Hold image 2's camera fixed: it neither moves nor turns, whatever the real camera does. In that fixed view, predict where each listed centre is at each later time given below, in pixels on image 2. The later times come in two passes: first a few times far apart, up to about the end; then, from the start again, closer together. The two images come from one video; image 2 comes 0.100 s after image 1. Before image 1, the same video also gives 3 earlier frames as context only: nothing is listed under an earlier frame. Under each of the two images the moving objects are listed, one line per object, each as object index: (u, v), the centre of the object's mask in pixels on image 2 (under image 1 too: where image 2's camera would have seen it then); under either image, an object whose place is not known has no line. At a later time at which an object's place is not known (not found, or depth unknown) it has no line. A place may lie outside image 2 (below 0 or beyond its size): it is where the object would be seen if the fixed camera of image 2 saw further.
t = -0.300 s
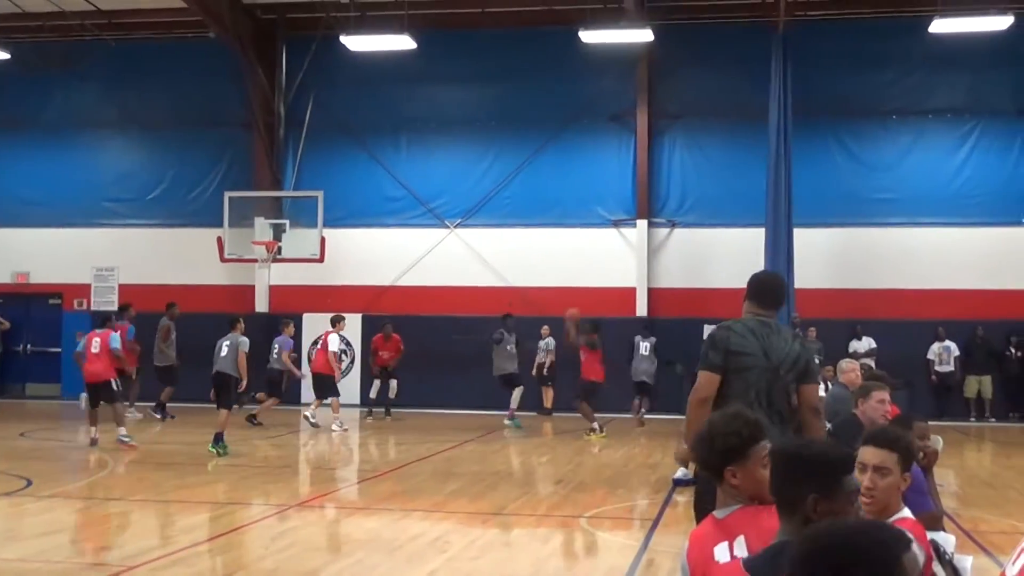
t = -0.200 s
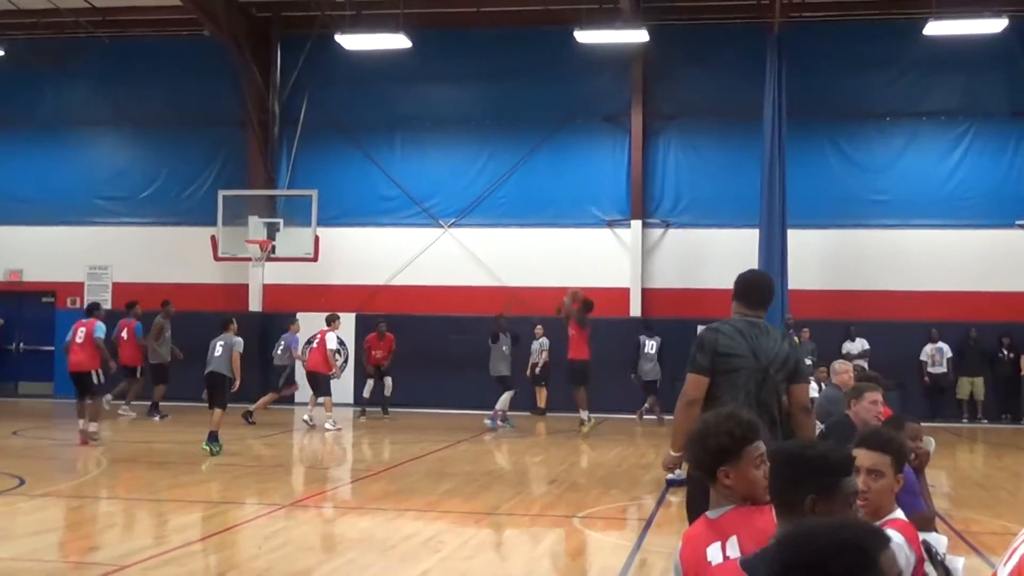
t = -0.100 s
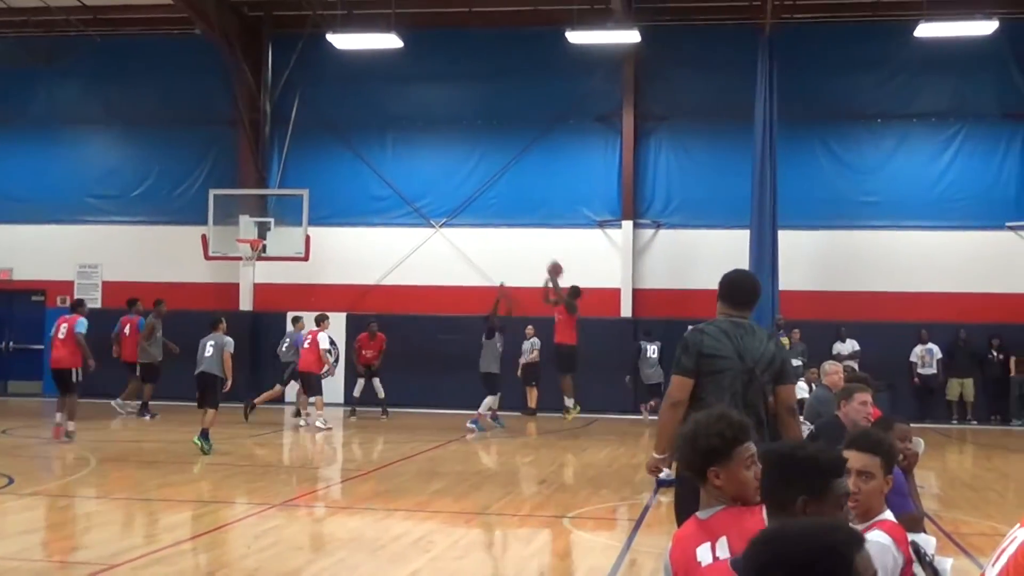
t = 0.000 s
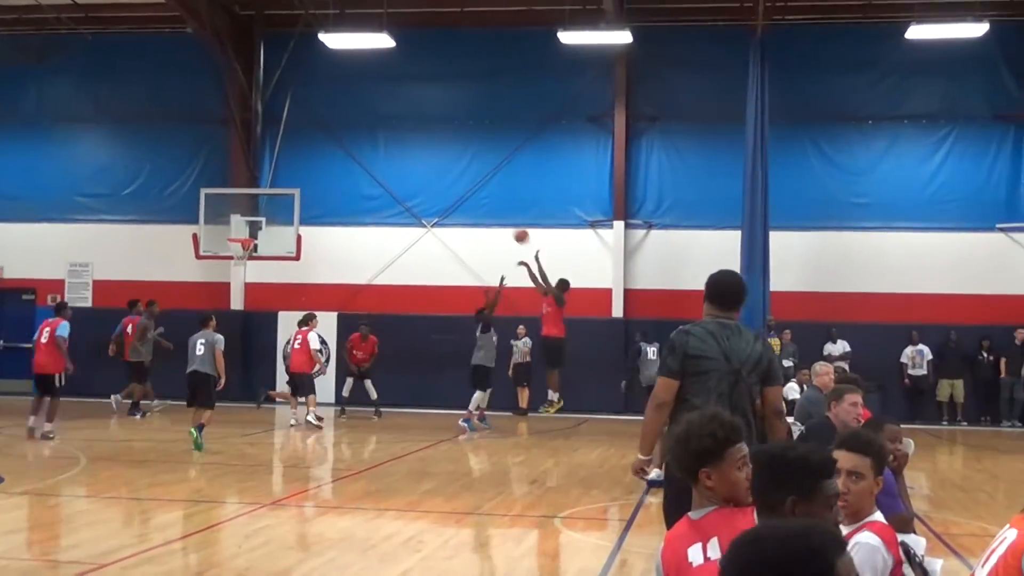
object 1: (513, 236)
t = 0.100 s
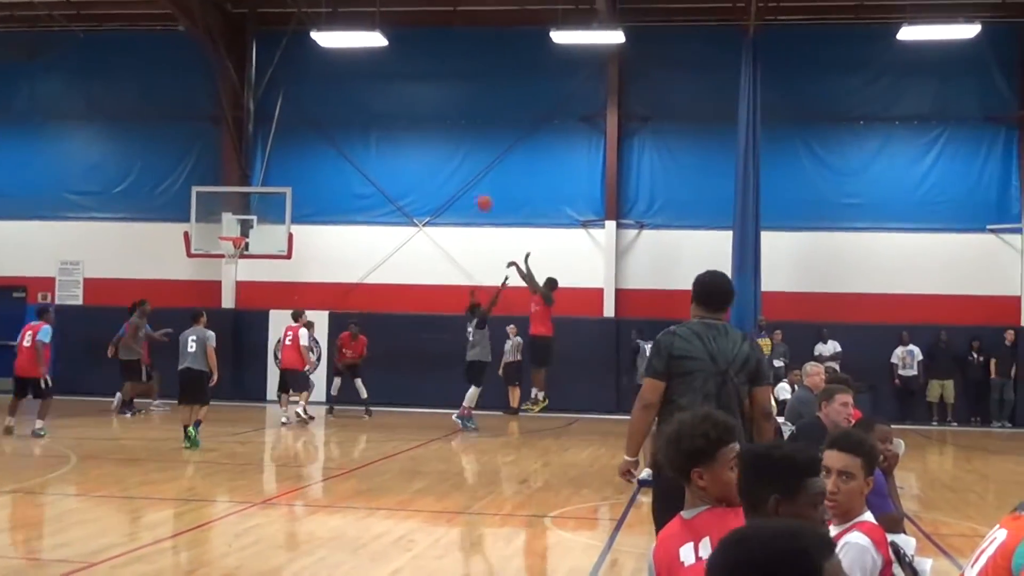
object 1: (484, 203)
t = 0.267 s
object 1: (437, 165)
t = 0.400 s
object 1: (400, 148)
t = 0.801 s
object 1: (301, 160)
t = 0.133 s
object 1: (475, 194)
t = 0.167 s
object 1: (465, 186)
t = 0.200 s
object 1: (456, 178)
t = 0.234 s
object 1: (446, 171)
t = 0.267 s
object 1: (437, 165)
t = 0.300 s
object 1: (428, 160)
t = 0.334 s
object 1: (418, 155)
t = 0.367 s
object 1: (409, 152)
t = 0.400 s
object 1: (400, 148)
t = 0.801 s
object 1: (301, 160)
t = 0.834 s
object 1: (293, 166)
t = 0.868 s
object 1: (286, 171)
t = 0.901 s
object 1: (279, 178)
